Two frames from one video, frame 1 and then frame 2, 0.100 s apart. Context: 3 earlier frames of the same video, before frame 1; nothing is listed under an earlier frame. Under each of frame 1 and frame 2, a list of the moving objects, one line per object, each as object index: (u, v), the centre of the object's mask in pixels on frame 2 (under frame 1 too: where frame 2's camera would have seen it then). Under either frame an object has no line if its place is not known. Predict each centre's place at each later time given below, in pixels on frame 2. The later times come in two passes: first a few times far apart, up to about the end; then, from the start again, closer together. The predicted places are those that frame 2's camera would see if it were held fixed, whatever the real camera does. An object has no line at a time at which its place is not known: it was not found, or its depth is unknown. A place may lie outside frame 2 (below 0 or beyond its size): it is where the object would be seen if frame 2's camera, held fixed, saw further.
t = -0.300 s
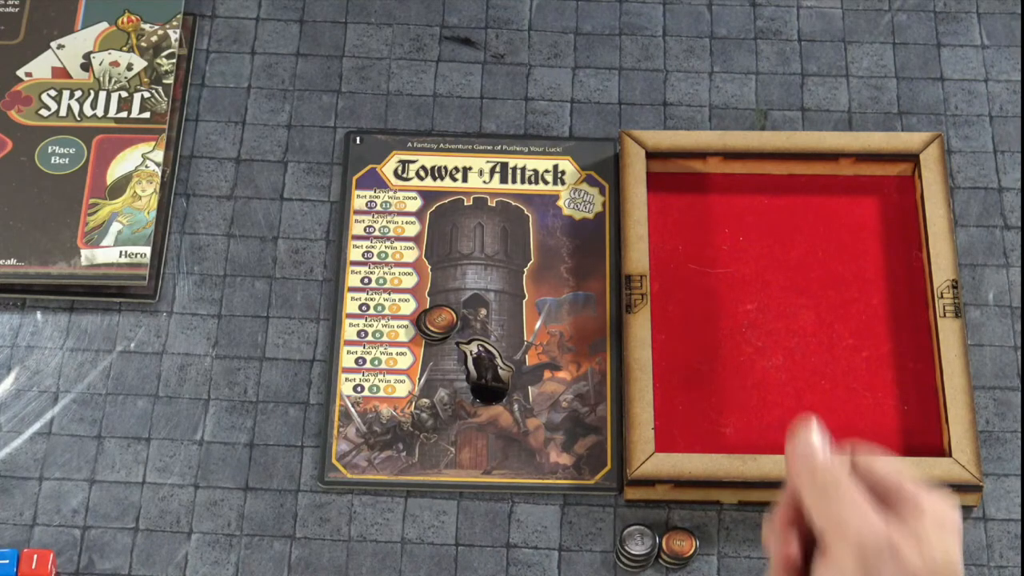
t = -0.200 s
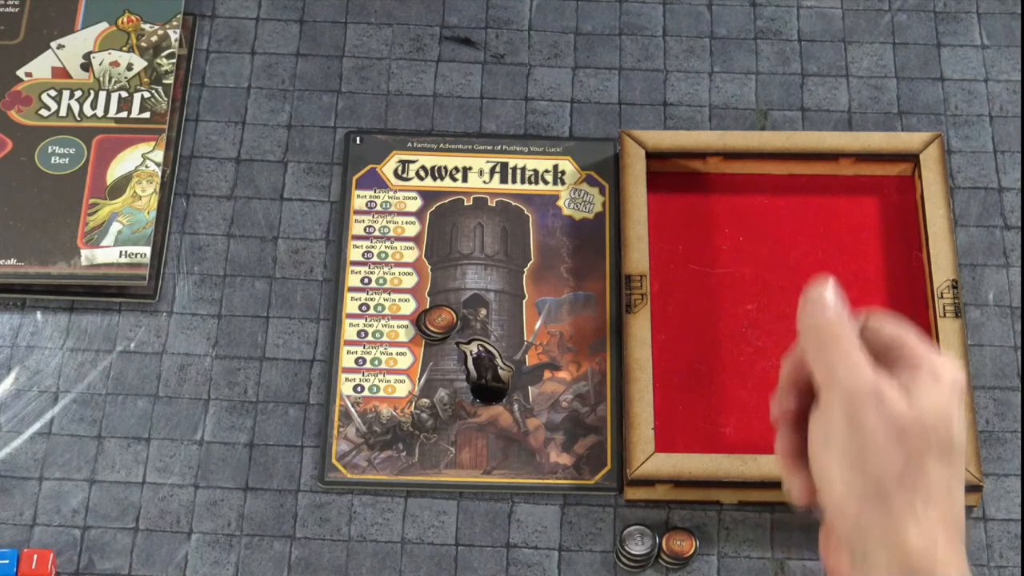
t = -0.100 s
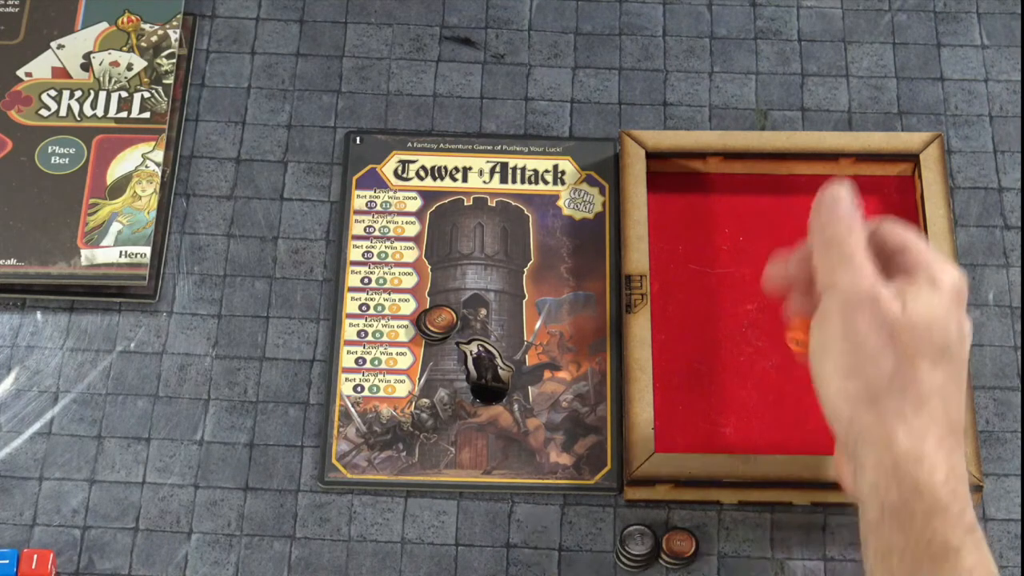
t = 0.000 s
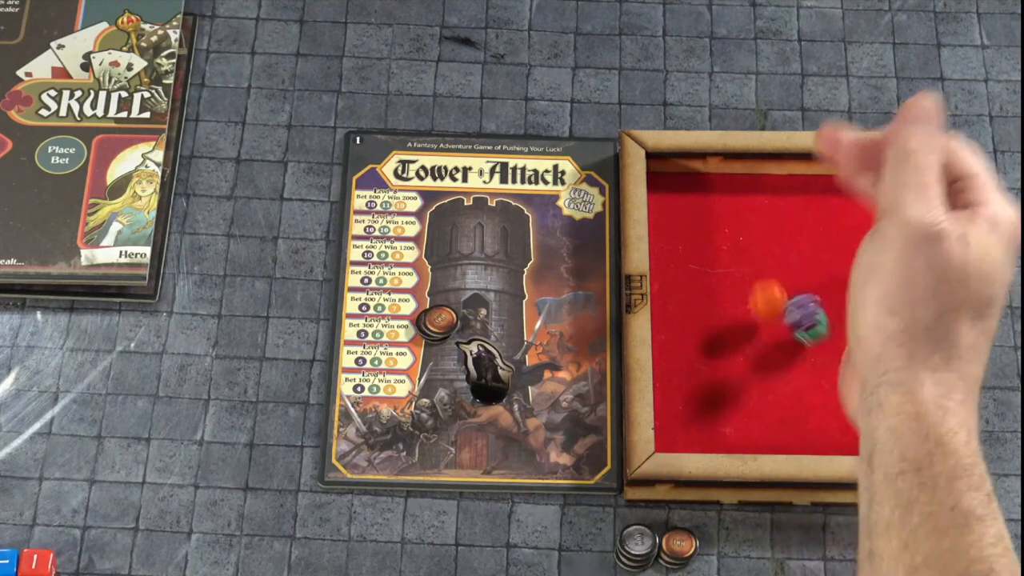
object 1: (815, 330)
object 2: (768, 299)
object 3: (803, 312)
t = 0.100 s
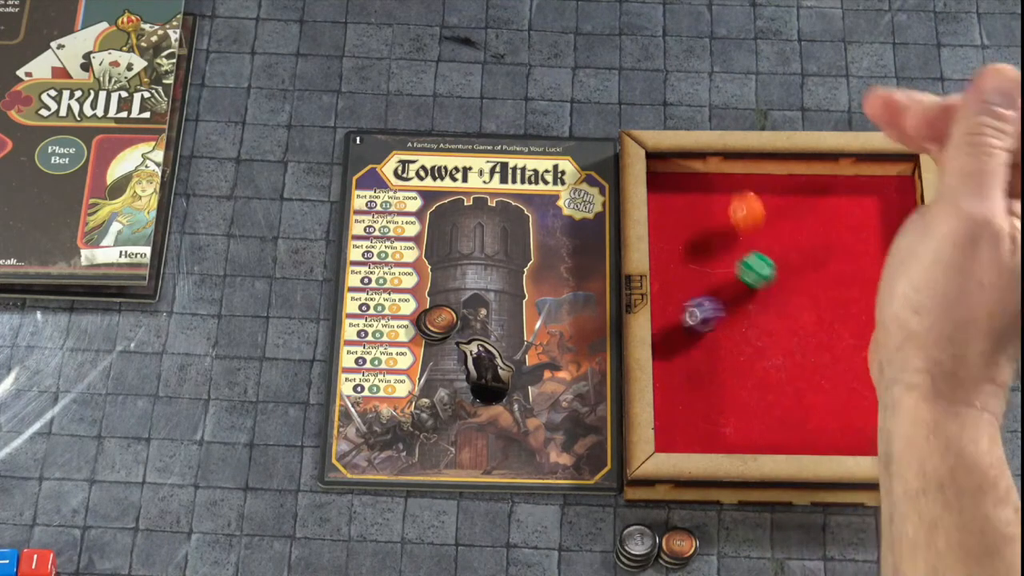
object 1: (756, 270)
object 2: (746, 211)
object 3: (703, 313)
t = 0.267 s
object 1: (696, 209)
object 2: (708, 176)
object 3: (701, 325)
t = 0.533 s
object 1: (670, 207)
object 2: (717, 185)
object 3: (698, 324)
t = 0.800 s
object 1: (668, 206)
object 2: (716, 184)
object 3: (698, 324)
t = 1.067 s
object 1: (668, 206)
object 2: (716, 184)
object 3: (699, 324)
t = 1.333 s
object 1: (668, 206)
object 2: (716, 184)
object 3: (699, 324)
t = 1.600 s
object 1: (668, 206)
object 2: (716, 184)
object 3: (699, 324)
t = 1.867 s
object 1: (668, 206)
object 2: (716, 184)
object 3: (699, 324)
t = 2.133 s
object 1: (668, 206)
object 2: (716, 184)
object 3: (699, 324)
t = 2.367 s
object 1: (668, 206)
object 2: (716, 184)
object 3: (699, 324)
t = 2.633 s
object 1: (668, 206)
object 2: (716, 184)
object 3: (699, 324)
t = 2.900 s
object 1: (668, 206)
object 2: (716, 184)
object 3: (699, 324)
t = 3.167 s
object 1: (668, 206)
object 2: (716, 184)
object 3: (699, 324)
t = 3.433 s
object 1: (668, 206)
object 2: (716, 184)
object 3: (699, 324)
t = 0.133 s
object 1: (742, 253)
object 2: (738, 186)
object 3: (674, 313)
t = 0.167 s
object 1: (728, 244)
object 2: (729, 176)
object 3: (682, 319)
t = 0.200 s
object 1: (716, 231)
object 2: (720, 175)
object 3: (689, 321)
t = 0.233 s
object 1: (704, 220)
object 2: (712, 175)
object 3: (695, 322)
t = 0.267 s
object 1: (696, 209)
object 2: (708, 176)
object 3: (701, 325)
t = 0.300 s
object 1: (688, 205)
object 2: (706, 176)
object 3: (704, 326)
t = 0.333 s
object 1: (679, 203)
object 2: (708, 176)
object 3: (702, 325)
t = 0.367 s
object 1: (671, 201)
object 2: (711, 176)
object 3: (700, 319)
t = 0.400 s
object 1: (666, 198)
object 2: (713, 177)
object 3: (698, 323)
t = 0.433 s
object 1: (669, 199)
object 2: (715, 180)
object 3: (697, 323)
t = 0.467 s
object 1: (671, 203)
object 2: (718, 184)
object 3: (699, 324)
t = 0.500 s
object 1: (670, 207)
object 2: (719, 186)
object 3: (699, 324)
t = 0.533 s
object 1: (670, 207)
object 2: (717, 185)
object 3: (698, 324)
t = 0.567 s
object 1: (669, 205)
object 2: (715, 182)
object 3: (699, 324)
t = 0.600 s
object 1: (669, 204)
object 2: (716, 184)
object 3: (698, 324)
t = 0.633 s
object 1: (669, 206)
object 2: (716, 184)
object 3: (698, 324)
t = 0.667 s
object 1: (668, 206)
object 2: (716, 184)
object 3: (698, 324)
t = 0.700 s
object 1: (668, 206)
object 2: (716, 184)
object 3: (698, 324)
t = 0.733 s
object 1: (668, 206)
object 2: (716, 184)
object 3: (699, 324)
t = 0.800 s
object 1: (668, 206)
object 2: (716, 184)
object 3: (698, 324)
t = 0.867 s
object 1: (668, 206)
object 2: (716, 184)
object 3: (699, 324)
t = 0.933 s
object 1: (668, 206)
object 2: (716, 184)
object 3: (698, 324)
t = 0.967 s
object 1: (668, 206)
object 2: (716, 184)
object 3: (699, 324)
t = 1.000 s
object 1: (668, 206)
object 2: (716, 184)
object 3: (699, 324)
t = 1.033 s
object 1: (668, 206)
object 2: (716, 184)
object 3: (699, 324)
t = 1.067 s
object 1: (668, 206)
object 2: (716, 184)
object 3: (699, 324)
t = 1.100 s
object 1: (668, 206)
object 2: (716, 184)
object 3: (699, 324)
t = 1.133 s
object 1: (668, 206)
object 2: (716, 184)
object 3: (699, 324)
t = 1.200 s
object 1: (668, 206)
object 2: (716, 185)
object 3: (699, 324)
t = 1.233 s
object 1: (668, 206)
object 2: (716, 185)
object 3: (699, 324)
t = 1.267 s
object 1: (668, 206)
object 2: (716, 184)
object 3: (699, 324)
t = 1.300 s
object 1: (668, 206)
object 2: (716, 184)
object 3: (699, 324)
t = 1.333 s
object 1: (668, 206)
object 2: (716, 184)
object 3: (699, 324)
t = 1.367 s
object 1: (668, 206)
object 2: (716, 184)
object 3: (699, 324)
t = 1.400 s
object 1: (668, 206)
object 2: (716, 184)
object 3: (699, 324)
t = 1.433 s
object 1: (668, 206)
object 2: (716, 184)
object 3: (699, 324)
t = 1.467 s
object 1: (668, 206)
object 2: (716, 184)
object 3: (699, 324)
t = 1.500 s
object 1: (668, 206)
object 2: (716, 184)
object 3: (699, 324)
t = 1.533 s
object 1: (668, 206)
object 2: (716, 184)
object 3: (699, 324)
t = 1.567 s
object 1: (668, 206)
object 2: (716, 184)
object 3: (699, 324)
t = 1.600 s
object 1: (668, 206)
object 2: (716, 184)
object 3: (699, 324)
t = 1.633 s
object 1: (668, 206)
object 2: (716, 184)
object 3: (699, 324)
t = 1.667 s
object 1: (668, 206)
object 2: (716, 184)
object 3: (699, 324)
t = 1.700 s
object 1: (668, 206)
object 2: (716, 184)
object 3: (699, 324)
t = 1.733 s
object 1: (668, 206)
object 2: (716, 184)
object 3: (699, 324)
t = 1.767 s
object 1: (668, 206)
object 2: (716, 184)
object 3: (699, 324)
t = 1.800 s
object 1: (668, 206)
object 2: (716, 184)
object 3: (699, 324)
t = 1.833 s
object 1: (668, 206)
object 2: (716, 184)
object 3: (699, 324)
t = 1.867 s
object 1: (668, 206)
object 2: (716, 184)
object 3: (699, 324)
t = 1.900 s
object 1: (668, 206)
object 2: (716, 184)
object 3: (699, 324)
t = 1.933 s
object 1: (668, 206)
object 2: (716, 184)
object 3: (699, 324)
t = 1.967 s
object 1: (668, 206)
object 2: (716, 184)
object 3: (699, 324)
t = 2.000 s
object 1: (668, 206)
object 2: (716, 184)
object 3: (699, 324)
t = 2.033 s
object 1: (668, 206)
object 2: (716, 184)
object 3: (699, 324)
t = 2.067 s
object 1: (668, 206)
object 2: (716, 184)
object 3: (699, 324)
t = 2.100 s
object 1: (668, 206)
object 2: (716, 184)
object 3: (699, 324)
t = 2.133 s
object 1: (668, 206)
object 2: (716, 184)
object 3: (699, 324)
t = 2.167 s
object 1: (668, 206)
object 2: (716, 184)
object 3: (699, 324)
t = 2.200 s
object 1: (668, 206)
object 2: (716, 184)
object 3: (699, 324)
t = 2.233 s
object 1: (668, 206)
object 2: (716, 184)
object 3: (699, 324)
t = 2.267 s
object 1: (668, 206)
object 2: (716, 184)
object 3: (699, 324)
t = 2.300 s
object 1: (668, 206)
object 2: (716, 184)
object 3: (699, 324)
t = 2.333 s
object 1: (668, 206)
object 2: (716, 184)
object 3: (699, 324)
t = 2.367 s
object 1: (668, 206)
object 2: (716, 184)
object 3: (699, 324)
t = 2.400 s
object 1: (668, 206)
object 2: (716, 184)
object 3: (699, 324)
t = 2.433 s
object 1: (668, 206)
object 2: (716, 184)
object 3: (699, 324)
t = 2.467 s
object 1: (668, 206)
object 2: (716, 184)
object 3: (699, 324)
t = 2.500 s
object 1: (668, 206)
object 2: (716, 184)
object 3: (699, 324)
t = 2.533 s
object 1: (668, 206)
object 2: (716, 184)
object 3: (699, 324)
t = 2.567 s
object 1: (668, 206)
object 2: (716, 184)
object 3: (699, 324)
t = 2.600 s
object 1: (668, 206)
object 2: (716, 184)
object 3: (699, 324)
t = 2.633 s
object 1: (668, 206)
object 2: (716, 184)
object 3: (699, 324)
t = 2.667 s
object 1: (668, 206)
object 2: (716, 184)
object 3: (699, 324)
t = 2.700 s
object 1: (668, 206)
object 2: (716, 184)
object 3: (699, 324)
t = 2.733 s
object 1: (668, 206)
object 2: (716, 184)
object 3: (699, 324)
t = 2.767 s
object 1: (668, 206)
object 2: (716, 184)
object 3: (699, 324)
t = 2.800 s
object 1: (668, 206)
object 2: (716, 184)
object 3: (699, 324)
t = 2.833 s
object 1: (668, 206)
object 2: (716, 184)
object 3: (699, 324)
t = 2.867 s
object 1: (668, 206)
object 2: (716, 184)
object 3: (699, 324)
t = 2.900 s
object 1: (668, 206)
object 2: (716, 184)
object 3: (699, 324)
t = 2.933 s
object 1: (668, 206)
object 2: (716, 184)
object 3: (699, 324)
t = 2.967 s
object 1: (668, 206)
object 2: (716, 184)
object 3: (699, 324)
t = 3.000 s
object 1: (668, 206)
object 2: (716, 184)
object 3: (699, 324)
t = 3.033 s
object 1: (668, 206)
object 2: (716, 184)
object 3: (699, 324)
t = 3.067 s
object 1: (668, 206)
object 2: (716, 184)
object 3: (699, 324)
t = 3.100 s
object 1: (668, 206)
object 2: (716, 184)
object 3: (699, 324)
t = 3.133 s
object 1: (668, 206)
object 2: (716, 184)
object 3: (699, 324)
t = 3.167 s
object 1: (668, 206)
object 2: (716, 184)
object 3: (699, 324)
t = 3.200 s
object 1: (668, 206)
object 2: (716, 184)
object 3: (699, 324)
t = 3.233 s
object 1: (668, 206)
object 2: (716, 184)
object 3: (699, 324)
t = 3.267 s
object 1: (668, 206)
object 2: (716, 184)
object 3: (699, 324)
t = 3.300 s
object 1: (668, 206)
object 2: (716, 184)
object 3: (699, 324)
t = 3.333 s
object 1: (668, 206)
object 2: (716, 184)
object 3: (699, 324)
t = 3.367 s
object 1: (668, 206)
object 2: (716, 184)
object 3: (699, 324)
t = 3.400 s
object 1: (668, 206)
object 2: (716, 184)
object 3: (699, 324)
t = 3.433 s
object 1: (668, 206)
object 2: (716, 184)
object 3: (699, 324)
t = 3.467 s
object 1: (668, 206)
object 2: (716, 184)
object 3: (699, 324)
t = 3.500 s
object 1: (668, 206)
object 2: (716, 184)
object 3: (699, 324)
